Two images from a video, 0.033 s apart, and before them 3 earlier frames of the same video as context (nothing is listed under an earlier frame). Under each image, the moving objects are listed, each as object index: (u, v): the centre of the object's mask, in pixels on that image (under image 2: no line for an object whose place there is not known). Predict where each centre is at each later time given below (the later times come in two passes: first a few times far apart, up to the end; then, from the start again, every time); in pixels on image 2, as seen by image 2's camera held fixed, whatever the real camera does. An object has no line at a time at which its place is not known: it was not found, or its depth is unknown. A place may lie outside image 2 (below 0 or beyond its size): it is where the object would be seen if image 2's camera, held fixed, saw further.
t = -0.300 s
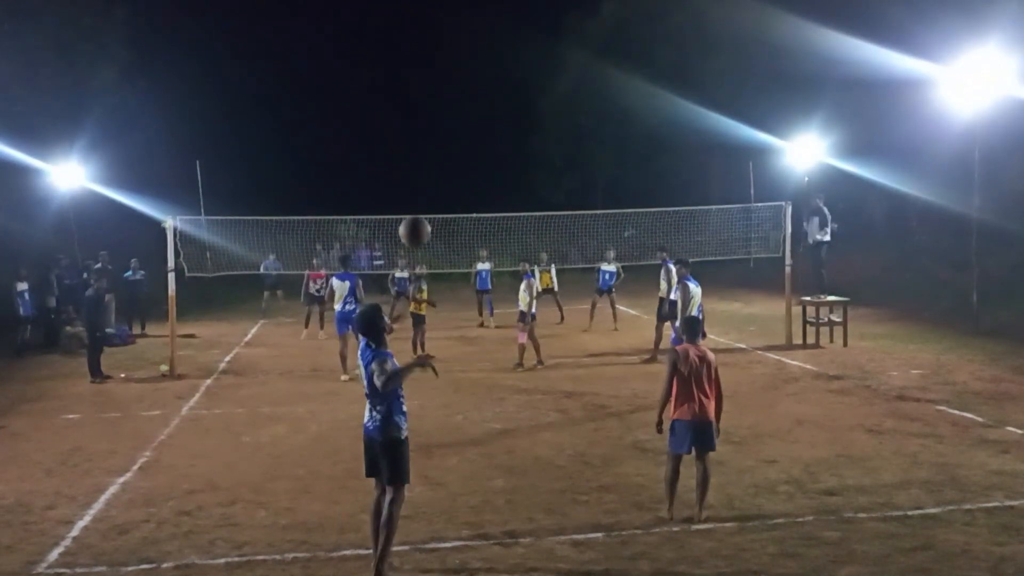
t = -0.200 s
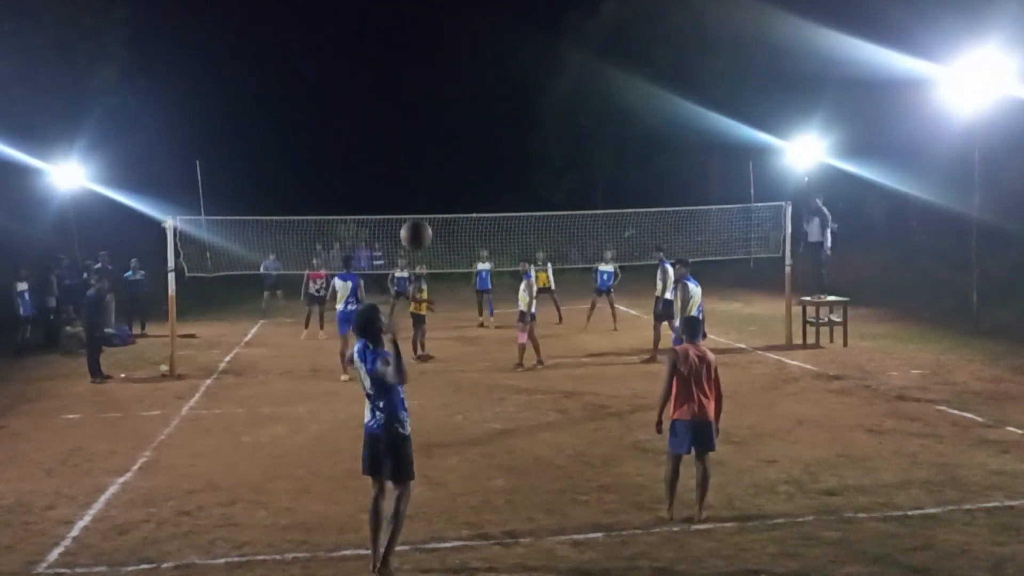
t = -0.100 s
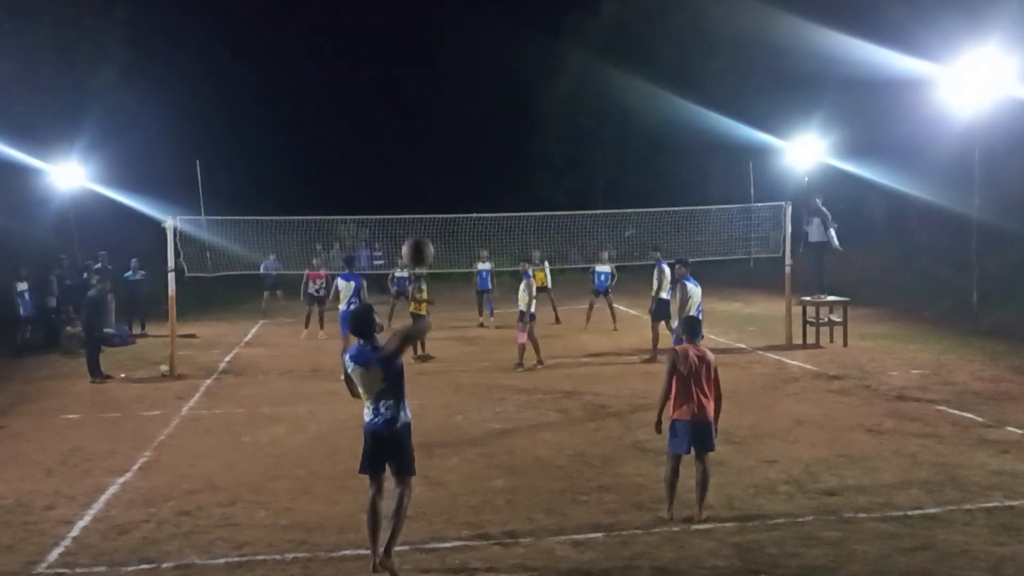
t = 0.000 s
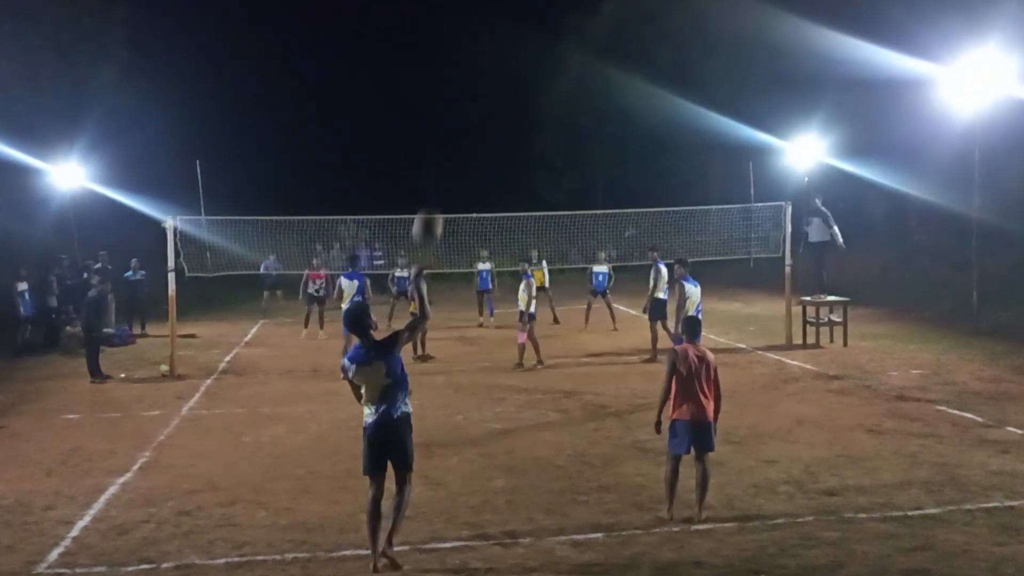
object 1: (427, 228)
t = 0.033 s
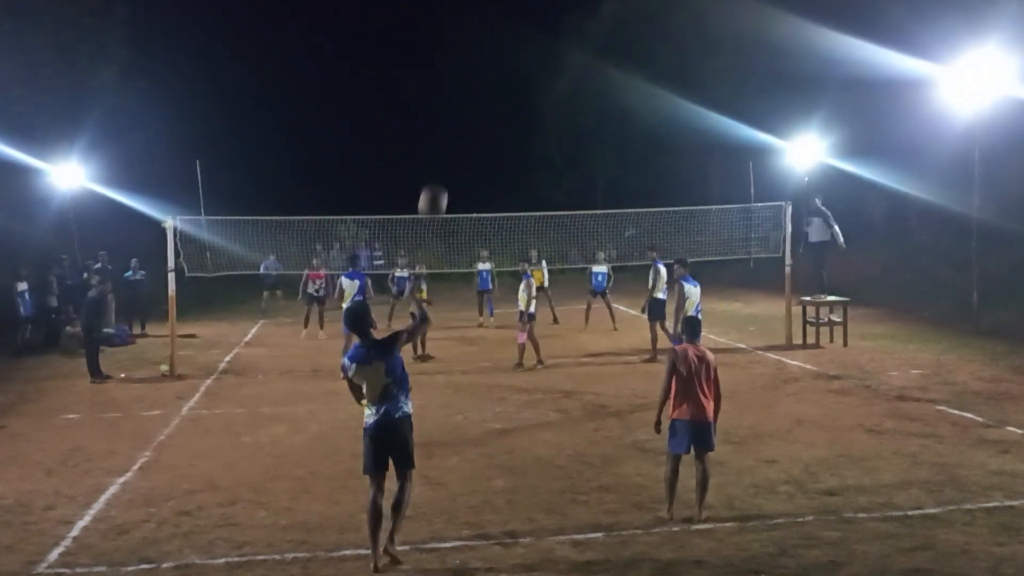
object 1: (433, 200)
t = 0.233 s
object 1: (454, 119)
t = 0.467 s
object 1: (463, 99)
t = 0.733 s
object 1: (466, 122)
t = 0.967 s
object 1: (468, 166)
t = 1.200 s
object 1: (467, 221)
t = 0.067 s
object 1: (438, 181)
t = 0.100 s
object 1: (442, 163)
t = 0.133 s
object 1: (446, 148)
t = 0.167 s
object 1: (449, 136)
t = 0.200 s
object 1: (452, 127)
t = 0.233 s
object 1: (454, 119)
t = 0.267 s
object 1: (456, 113)
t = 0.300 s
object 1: (458, 108)
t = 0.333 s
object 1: (459, 105)
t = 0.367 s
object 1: (460, 102)
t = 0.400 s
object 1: (461, 100)
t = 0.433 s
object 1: (462, 99)
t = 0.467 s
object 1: (463, 99)
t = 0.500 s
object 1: (463, 100)
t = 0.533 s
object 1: (464, 101)
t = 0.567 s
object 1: (464, 104)
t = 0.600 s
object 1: (464, 106)
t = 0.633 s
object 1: (465, 109)
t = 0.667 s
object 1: (466, 113)
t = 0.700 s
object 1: (466, 118)
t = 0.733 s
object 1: (466, 122)
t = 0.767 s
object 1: (467, 127)
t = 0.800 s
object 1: (467, 133)
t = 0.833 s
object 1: (467, 139)
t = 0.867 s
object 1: (468, 145)
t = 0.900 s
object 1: (468, 152)
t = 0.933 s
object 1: (468, 158)
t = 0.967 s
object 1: (468, 166)
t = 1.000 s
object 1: (468, 173)
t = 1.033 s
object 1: (468, 181)
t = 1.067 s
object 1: (468, 188)
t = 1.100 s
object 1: (468, 196)
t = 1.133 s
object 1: (468, 204)
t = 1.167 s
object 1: (468, 211)
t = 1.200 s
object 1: (467, 221)
